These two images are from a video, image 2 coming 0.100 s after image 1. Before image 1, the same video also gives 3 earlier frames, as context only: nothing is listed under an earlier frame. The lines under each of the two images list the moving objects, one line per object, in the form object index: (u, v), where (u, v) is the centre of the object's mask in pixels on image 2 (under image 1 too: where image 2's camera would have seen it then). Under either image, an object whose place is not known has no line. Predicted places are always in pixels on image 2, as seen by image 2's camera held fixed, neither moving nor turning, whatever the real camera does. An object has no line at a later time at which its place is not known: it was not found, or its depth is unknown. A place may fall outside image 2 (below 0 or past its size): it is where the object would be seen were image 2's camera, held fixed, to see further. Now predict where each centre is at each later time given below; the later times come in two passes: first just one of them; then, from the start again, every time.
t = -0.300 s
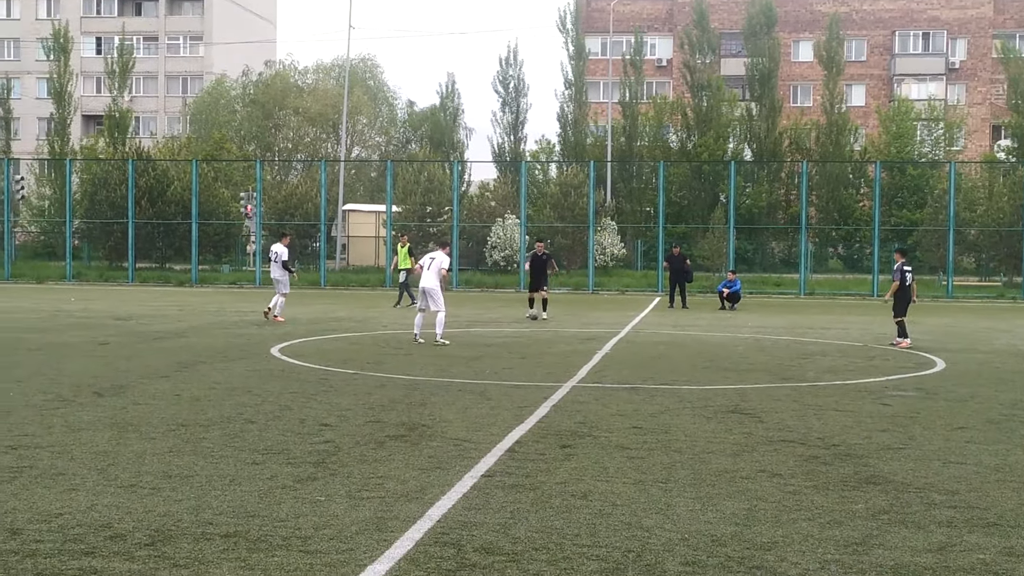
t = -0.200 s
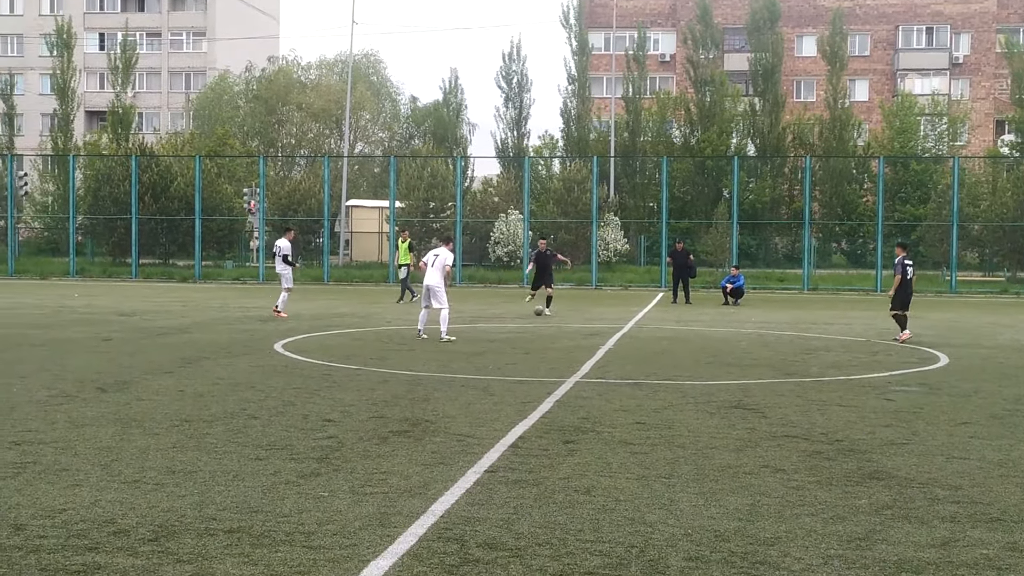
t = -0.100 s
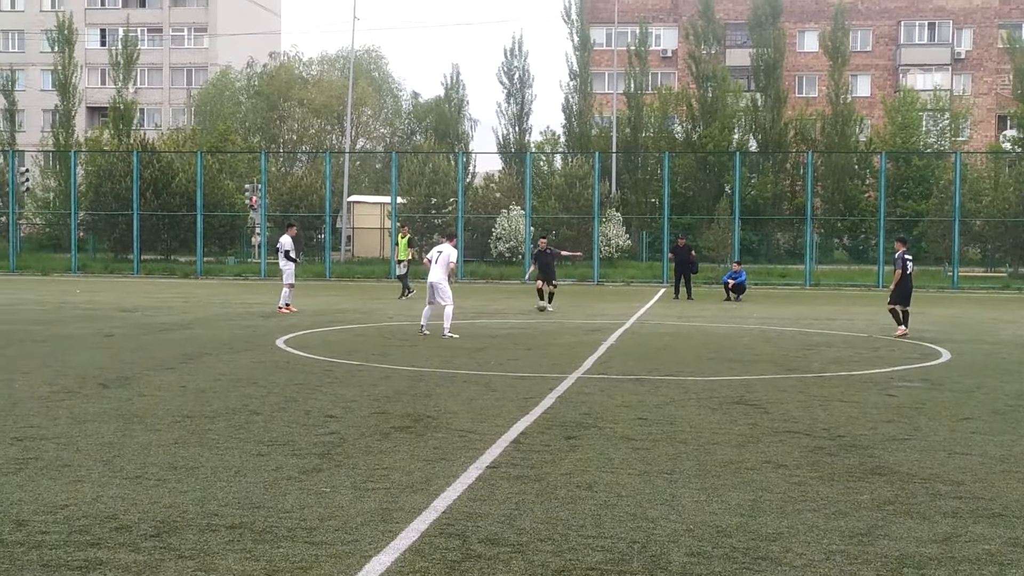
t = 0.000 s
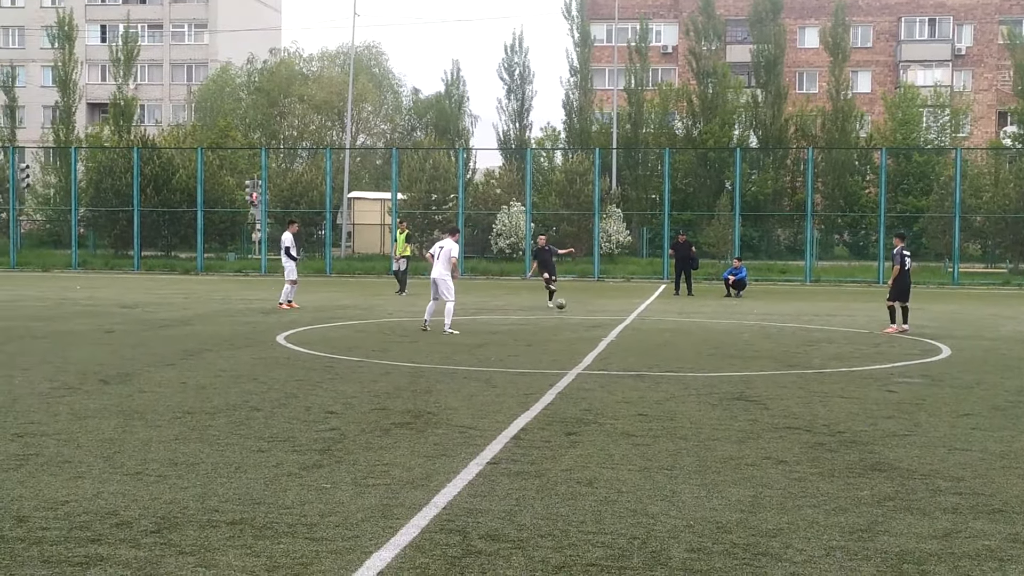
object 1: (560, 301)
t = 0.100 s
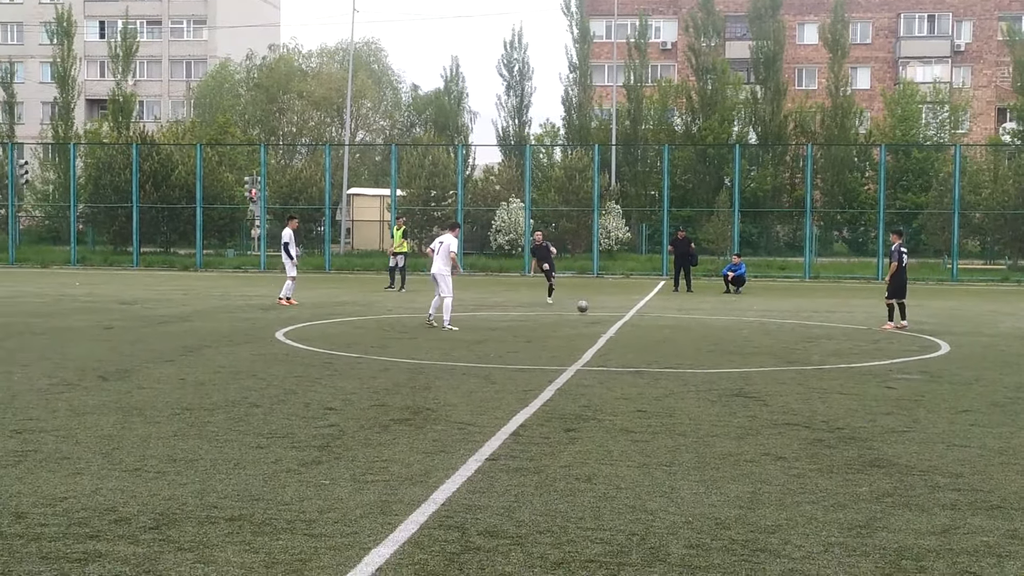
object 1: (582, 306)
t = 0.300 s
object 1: (635, 320)
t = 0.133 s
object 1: (591, 311)
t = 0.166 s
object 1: (600, 312)
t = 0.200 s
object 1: (609, 312)
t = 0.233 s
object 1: (618, 315)
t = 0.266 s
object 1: (627, 317)
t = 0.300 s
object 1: (635, 320)
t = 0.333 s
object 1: (644, 322)
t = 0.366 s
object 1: (652, 322)
